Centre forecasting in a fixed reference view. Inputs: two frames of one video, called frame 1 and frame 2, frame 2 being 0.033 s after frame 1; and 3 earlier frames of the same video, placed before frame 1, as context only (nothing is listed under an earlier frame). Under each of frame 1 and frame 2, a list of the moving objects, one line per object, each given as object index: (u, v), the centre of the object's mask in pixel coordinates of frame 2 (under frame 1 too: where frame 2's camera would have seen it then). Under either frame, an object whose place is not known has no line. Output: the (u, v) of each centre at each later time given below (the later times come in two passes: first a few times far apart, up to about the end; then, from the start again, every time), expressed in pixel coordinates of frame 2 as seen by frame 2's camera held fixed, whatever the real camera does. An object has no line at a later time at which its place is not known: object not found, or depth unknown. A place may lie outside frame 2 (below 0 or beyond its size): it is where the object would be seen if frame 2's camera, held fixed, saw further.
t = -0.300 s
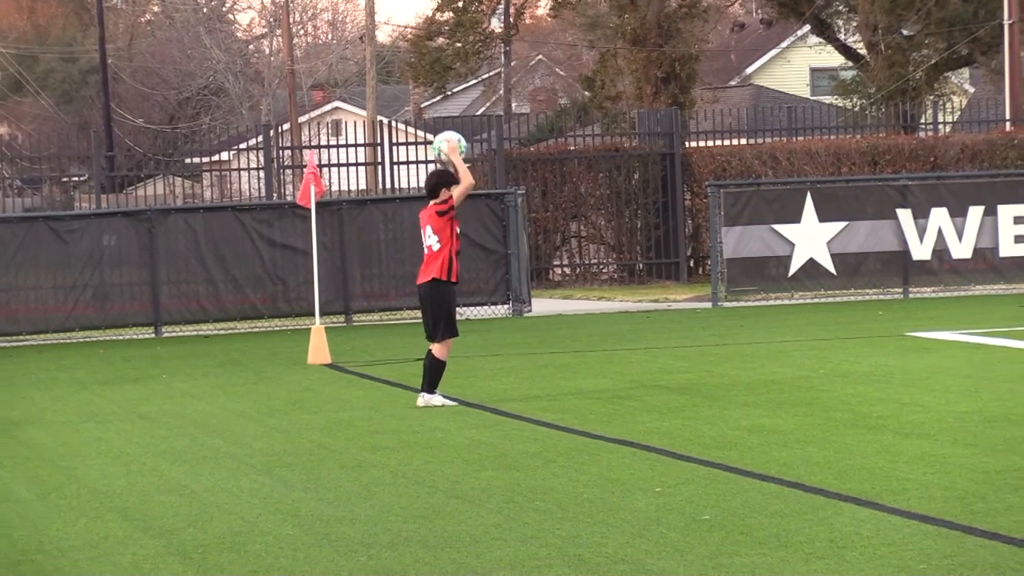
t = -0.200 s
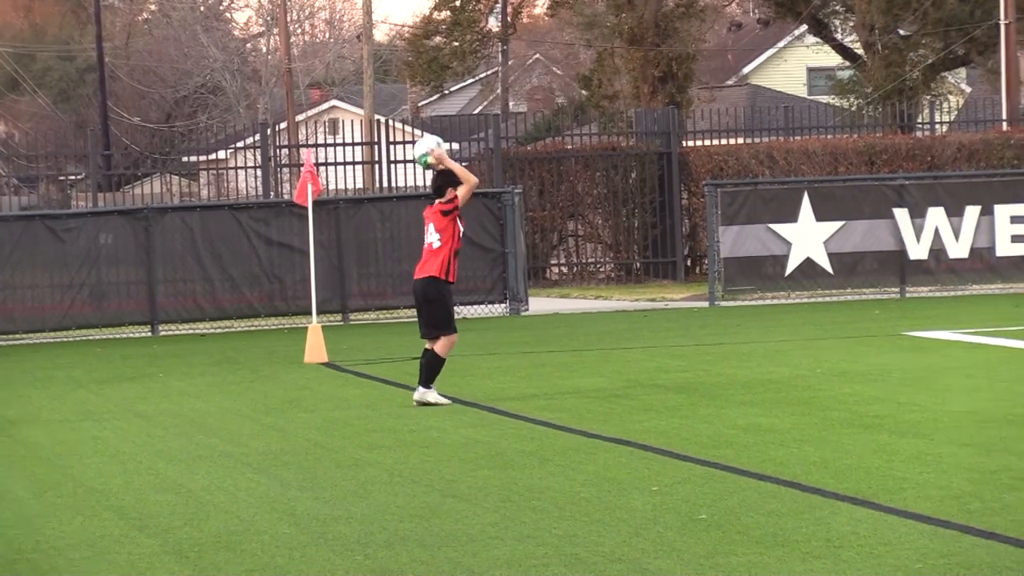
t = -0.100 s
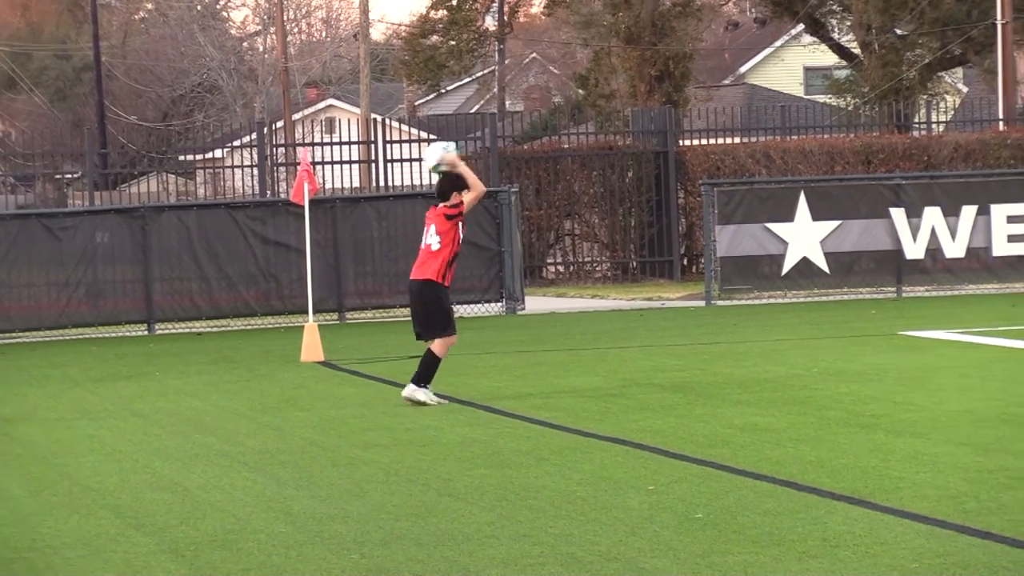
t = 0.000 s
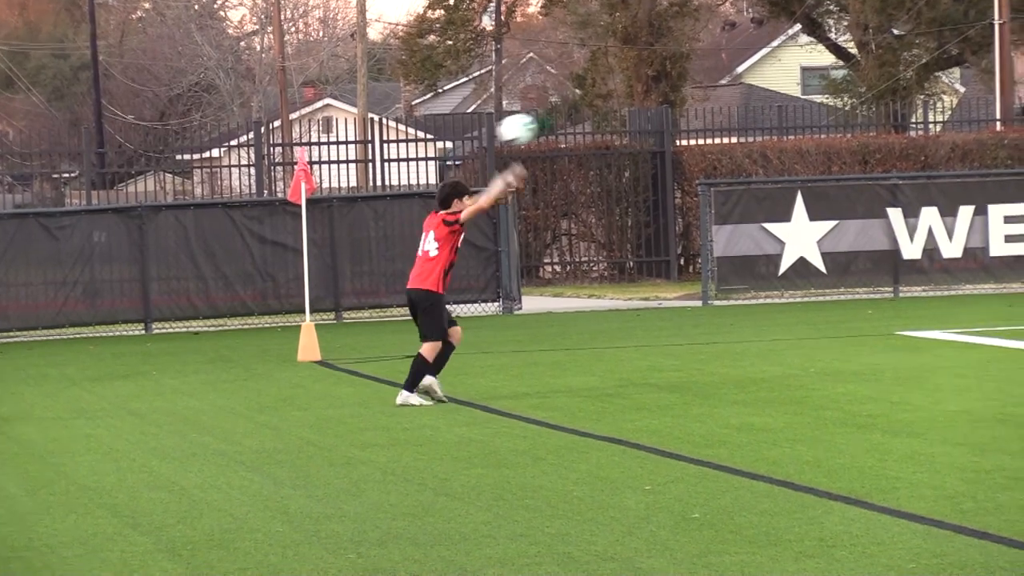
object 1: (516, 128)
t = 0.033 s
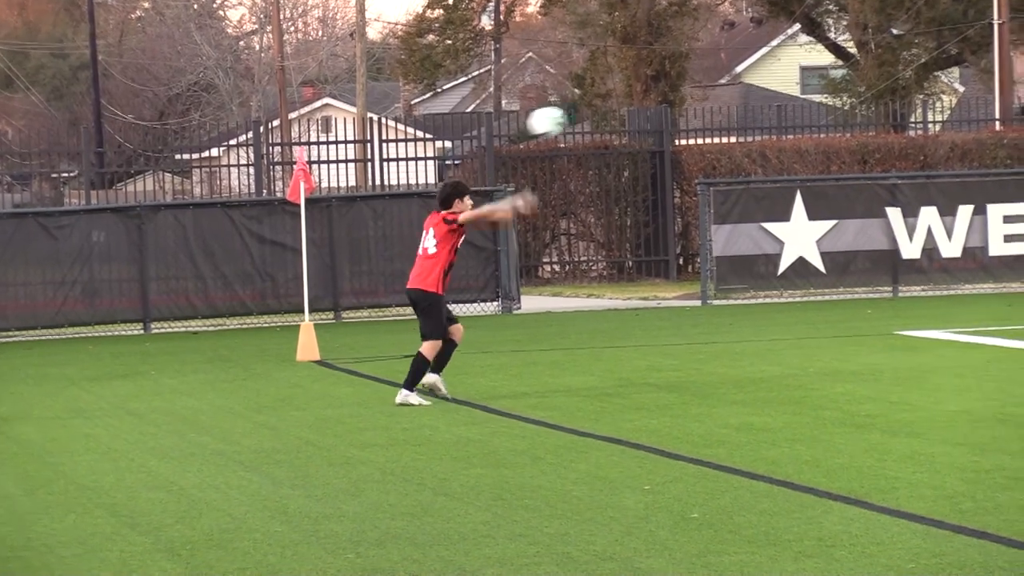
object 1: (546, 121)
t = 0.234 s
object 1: (728, 115)
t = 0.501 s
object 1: (961, 187)
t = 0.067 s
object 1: (578, 116)
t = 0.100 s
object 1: (608, 113)
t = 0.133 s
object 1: (638, 111)
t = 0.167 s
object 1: (668, 111)
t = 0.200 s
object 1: (699, 112)
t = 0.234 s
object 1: (728, 115)
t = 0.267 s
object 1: (758, 118)
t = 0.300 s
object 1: (787, 124)
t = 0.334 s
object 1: (816, 131)
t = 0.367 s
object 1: (845, 140)
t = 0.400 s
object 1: (874, 150)
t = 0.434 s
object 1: (903, 161)
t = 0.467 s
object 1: (932, 173)
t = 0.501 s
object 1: (961, 187)
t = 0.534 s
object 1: (989, 201)
